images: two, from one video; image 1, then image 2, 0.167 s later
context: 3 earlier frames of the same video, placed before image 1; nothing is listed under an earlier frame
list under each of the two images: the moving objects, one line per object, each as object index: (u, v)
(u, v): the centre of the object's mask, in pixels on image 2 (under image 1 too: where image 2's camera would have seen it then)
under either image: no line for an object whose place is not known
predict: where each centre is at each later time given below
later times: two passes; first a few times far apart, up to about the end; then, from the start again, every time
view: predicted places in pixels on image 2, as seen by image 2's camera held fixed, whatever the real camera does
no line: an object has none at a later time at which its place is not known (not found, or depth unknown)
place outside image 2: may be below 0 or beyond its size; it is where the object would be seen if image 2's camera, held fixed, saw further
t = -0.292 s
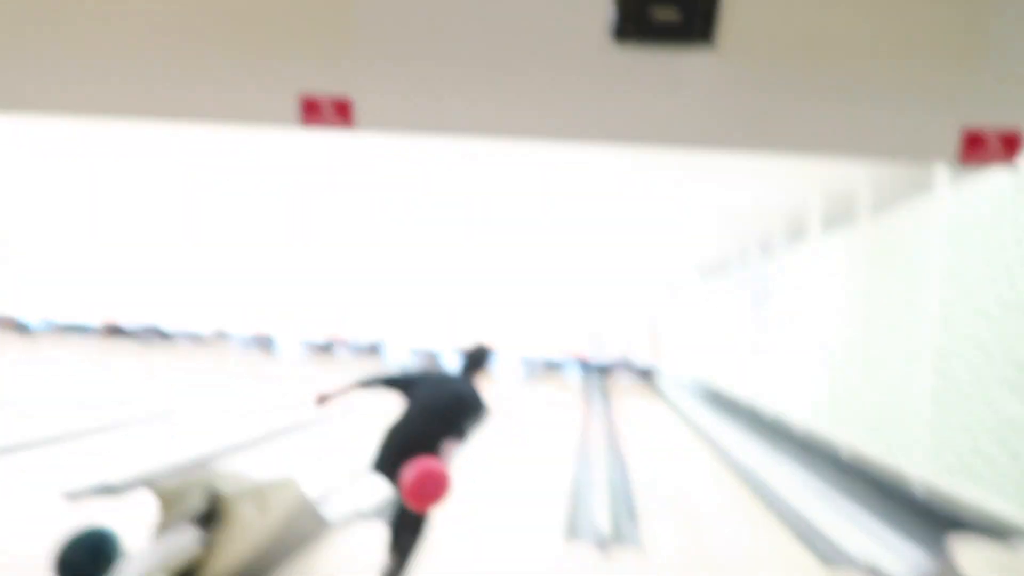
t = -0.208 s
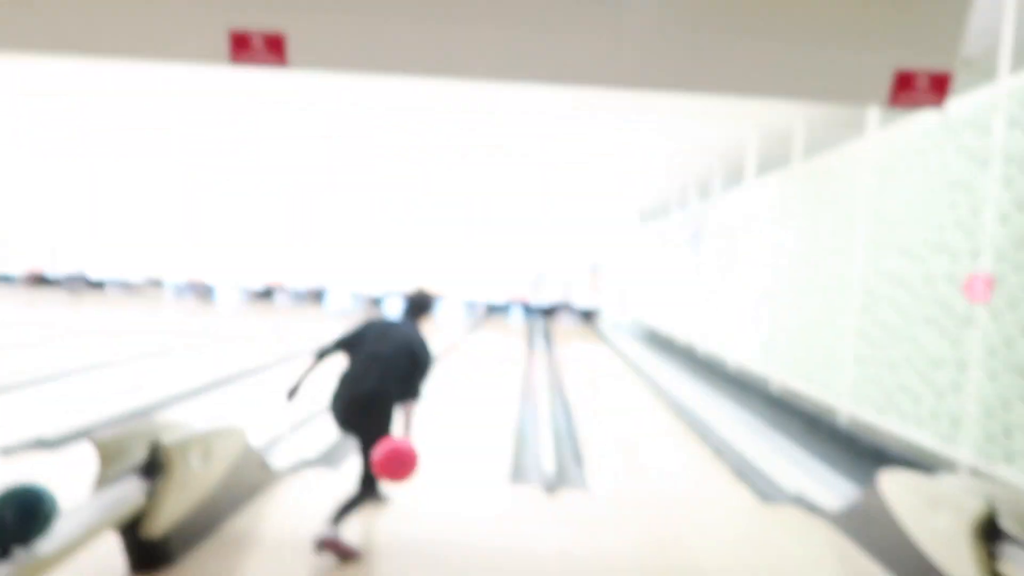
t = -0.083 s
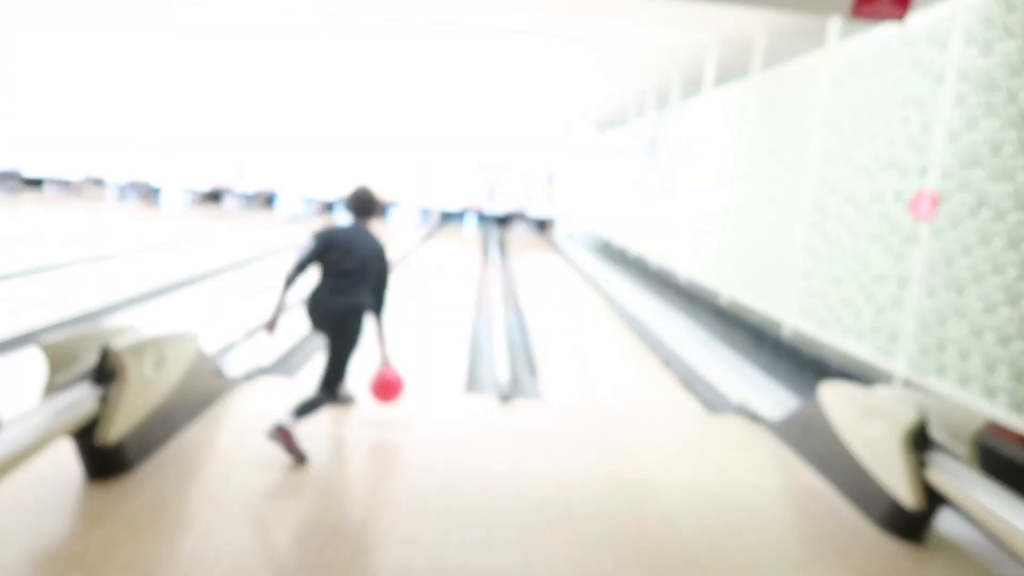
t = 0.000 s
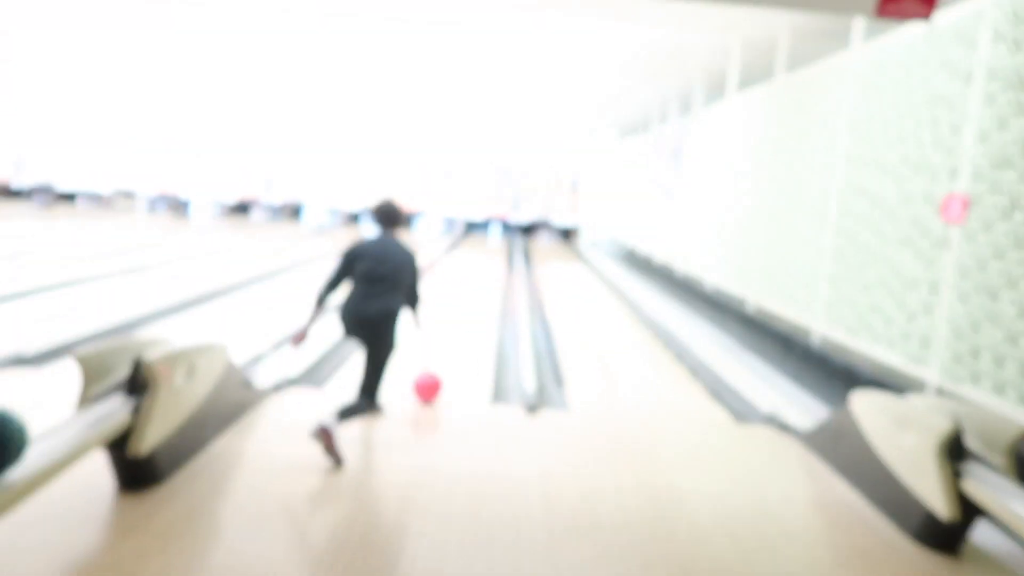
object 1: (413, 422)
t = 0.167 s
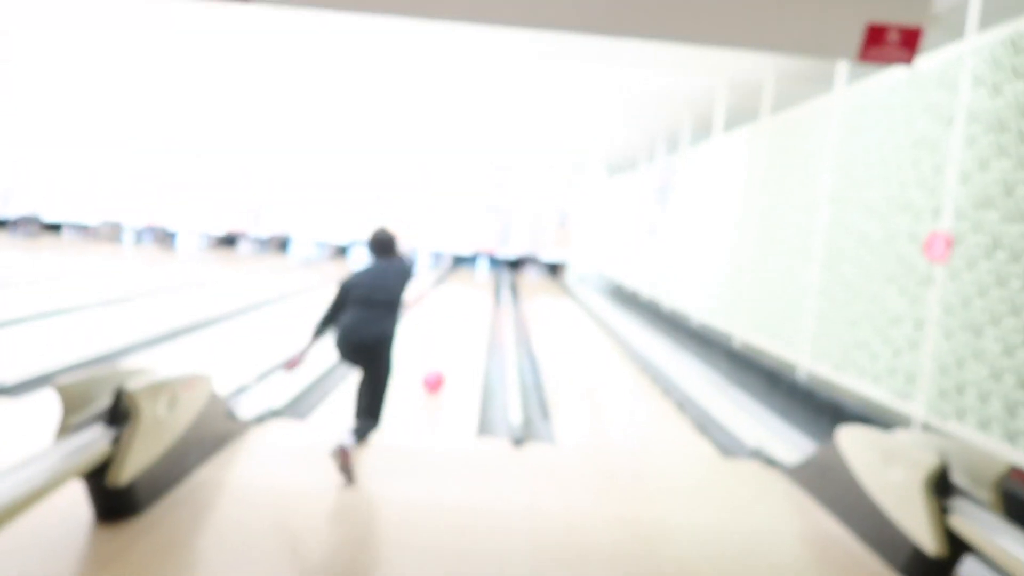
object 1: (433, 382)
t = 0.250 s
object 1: (441, 367)
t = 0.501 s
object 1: (457, 336)
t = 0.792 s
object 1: (468, 313)
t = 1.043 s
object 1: (474, 301)
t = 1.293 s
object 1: (479, 291)
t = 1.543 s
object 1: (482, 285)
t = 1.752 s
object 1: (486, 279)
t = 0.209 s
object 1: (437, 374)
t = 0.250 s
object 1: (441, 367)
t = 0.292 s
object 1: (444, 361)
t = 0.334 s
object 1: (448, 355)
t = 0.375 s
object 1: (451, 349)
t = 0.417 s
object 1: (453, 345)
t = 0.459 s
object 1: (455, 341)
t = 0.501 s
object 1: (457, 336)
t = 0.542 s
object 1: (459, 333)
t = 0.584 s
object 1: (461, 330)
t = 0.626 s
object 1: (462, 326)
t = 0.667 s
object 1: (464, 321)
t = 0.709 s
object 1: (465, 319)
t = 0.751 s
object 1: (467, 316)
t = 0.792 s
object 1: (468, 313)
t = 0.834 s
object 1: (470, 309)
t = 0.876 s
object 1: (470, 309)
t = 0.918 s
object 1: (471, 307)
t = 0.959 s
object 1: (472, 305)
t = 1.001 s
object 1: (473, 304)
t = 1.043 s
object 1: (474, 301)
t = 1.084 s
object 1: (475, 299)
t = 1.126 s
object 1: (476, 297)
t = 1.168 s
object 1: (477, 295)
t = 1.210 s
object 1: (478, 294)
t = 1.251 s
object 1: (478, 292)
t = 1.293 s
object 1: (479, 291)
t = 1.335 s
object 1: (480, 290)
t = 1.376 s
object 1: (480, 289)
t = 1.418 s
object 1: (481, 287)
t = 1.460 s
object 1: (481, 286)
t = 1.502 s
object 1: (482, 285)
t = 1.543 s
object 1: (482, 285)
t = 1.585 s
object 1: (483, 283)
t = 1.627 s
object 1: (483, 283)
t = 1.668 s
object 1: (484, 282)
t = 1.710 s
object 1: (484, 280)
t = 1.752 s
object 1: (486, 279)
